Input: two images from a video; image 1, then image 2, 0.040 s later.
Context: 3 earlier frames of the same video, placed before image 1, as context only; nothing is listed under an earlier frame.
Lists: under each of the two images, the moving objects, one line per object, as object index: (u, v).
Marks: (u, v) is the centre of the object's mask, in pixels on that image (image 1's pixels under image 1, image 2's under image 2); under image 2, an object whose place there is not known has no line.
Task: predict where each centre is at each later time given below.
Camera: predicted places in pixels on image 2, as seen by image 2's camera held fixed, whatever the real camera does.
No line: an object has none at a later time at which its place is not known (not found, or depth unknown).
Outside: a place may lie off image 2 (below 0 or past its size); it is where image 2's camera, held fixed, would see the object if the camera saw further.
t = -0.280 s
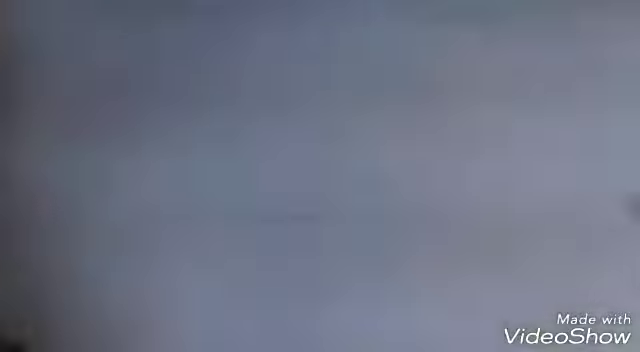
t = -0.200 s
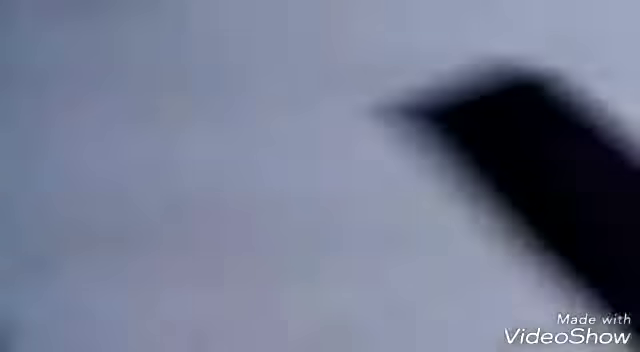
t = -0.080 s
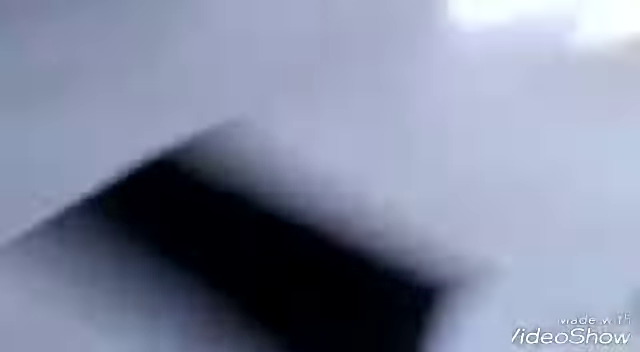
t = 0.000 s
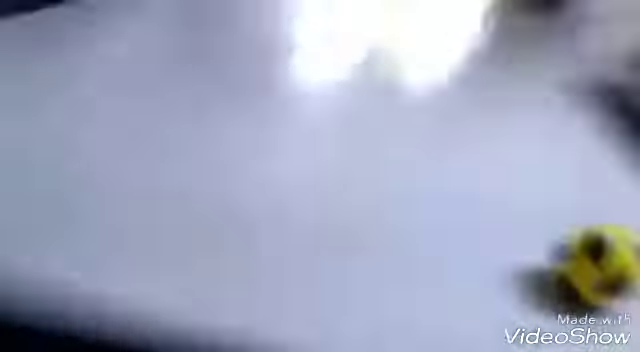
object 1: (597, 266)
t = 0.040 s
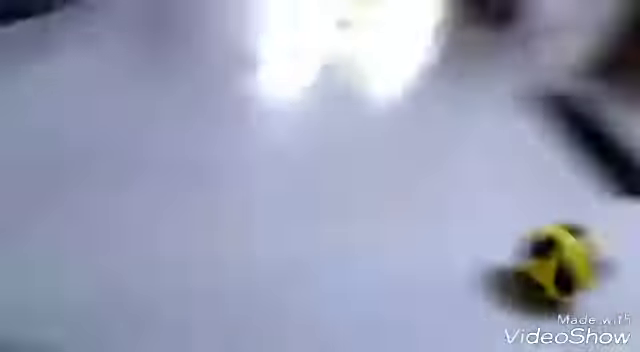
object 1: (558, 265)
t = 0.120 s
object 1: (504, 271)
